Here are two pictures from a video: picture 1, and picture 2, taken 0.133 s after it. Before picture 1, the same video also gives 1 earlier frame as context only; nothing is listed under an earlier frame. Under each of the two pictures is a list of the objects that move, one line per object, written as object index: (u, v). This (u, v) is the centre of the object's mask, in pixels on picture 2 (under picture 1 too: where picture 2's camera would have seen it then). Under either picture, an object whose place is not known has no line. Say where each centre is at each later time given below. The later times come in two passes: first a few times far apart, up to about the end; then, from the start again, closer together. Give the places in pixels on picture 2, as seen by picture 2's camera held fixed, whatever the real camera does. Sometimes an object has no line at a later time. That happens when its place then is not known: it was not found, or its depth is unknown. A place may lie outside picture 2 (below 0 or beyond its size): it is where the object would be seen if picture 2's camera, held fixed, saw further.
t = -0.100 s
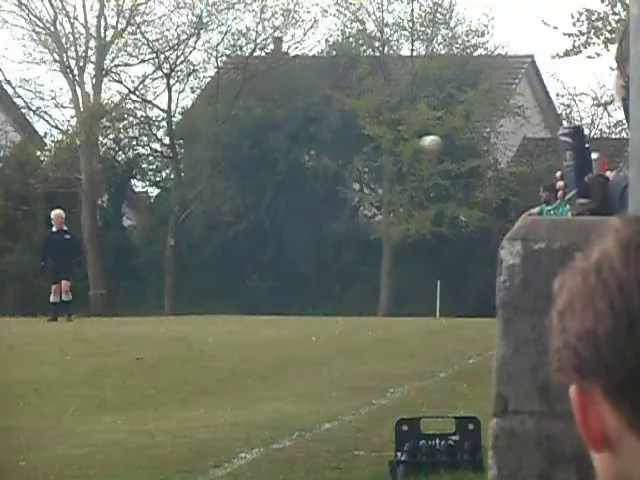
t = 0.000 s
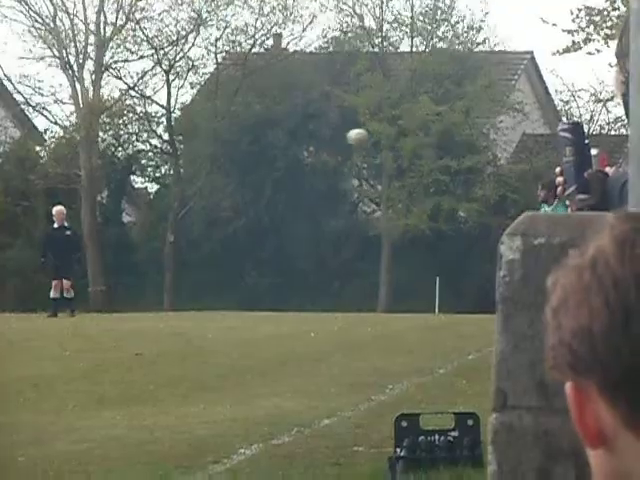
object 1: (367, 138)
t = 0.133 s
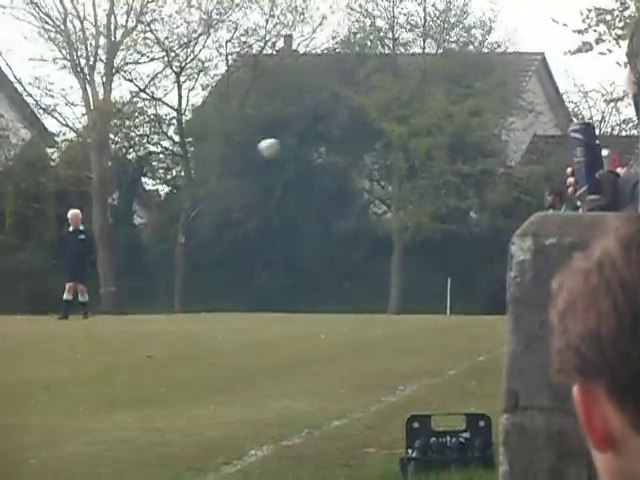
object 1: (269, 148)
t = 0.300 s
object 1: (140, 181)
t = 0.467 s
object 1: (10, 236)
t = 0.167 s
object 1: (244, 152)
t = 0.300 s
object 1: (140, 181)
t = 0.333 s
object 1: (116, 192)
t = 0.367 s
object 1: (89, 198)
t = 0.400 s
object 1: (63, 210)
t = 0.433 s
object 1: (36, 223)
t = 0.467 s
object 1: (10, 236)
